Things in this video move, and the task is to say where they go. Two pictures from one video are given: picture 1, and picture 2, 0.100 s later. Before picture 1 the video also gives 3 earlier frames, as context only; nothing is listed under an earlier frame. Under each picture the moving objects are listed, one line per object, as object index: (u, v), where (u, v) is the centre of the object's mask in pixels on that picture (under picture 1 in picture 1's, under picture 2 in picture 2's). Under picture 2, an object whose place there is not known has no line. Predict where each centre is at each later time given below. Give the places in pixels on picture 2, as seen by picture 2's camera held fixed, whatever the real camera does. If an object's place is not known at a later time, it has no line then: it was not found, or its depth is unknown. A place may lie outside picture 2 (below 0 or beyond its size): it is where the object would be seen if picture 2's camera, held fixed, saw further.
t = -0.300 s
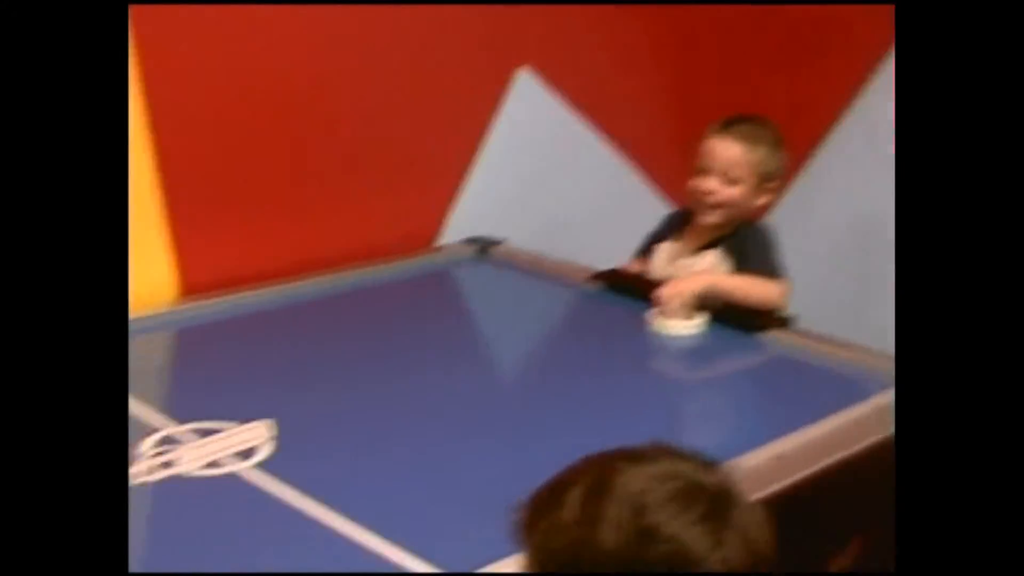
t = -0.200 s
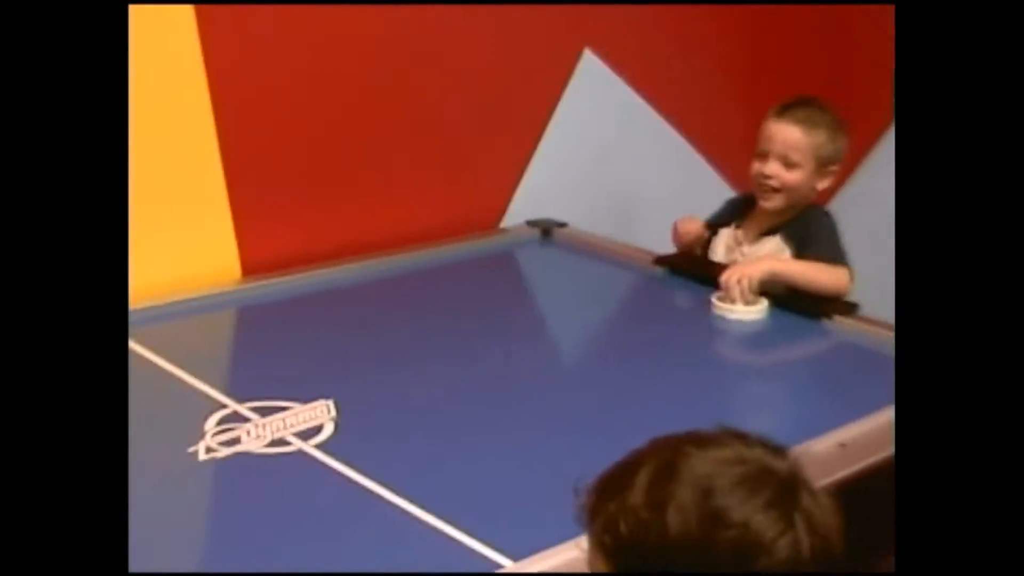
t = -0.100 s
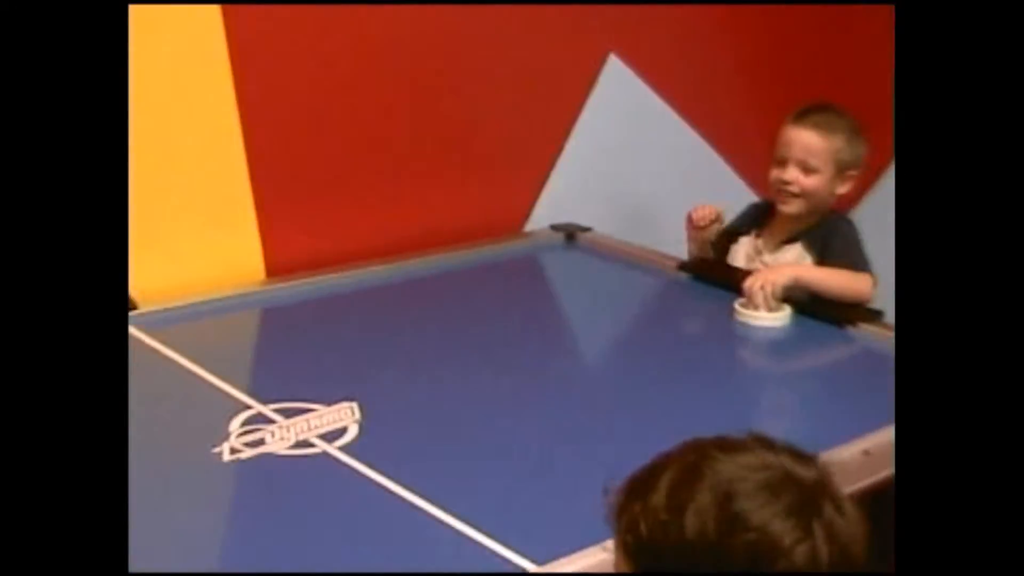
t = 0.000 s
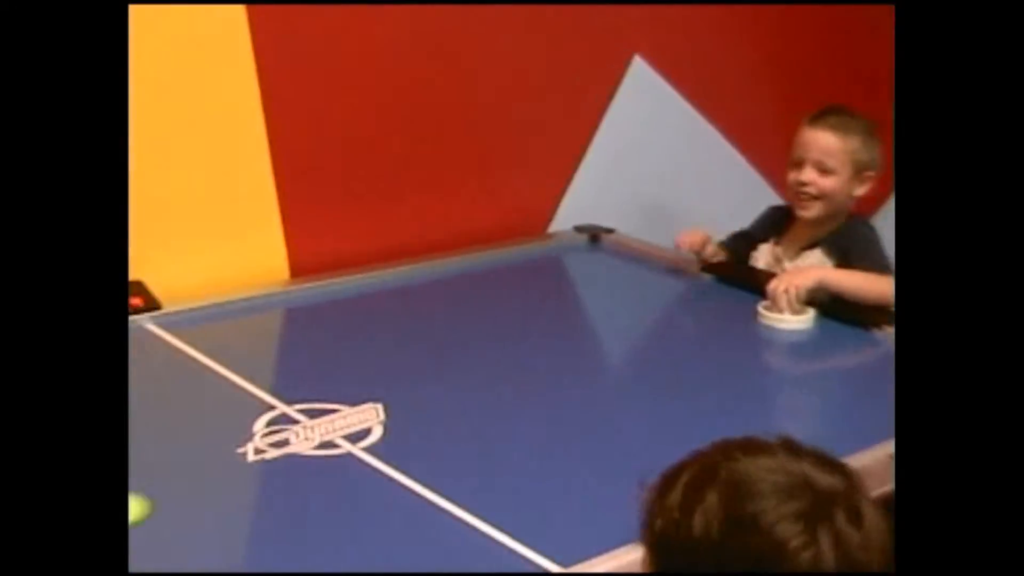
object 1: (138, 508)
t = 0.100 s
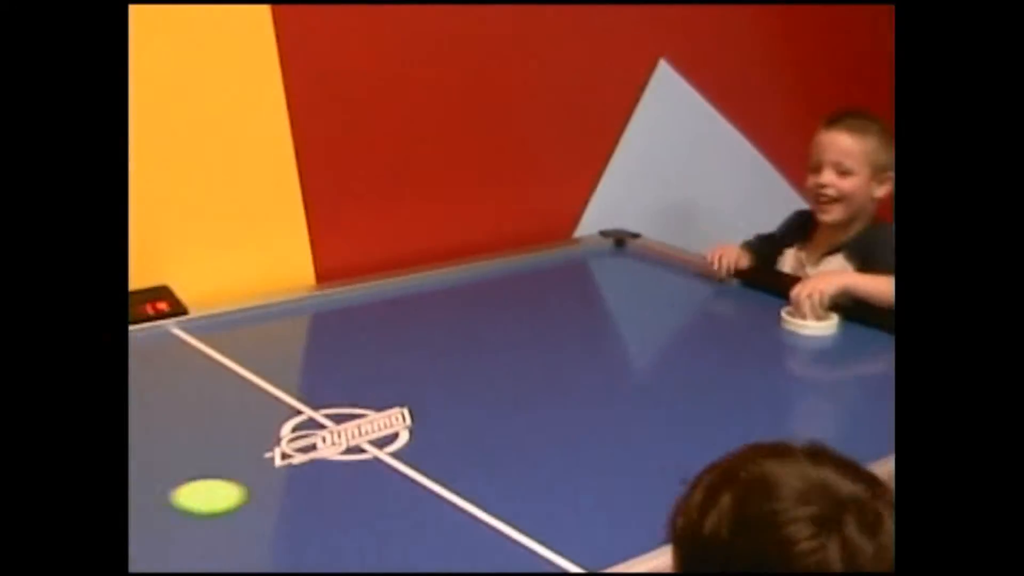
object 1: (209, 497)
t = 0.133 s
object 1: (231, 490)
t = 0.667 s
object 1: (538, 407)
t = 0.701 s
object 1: (554, 403)
